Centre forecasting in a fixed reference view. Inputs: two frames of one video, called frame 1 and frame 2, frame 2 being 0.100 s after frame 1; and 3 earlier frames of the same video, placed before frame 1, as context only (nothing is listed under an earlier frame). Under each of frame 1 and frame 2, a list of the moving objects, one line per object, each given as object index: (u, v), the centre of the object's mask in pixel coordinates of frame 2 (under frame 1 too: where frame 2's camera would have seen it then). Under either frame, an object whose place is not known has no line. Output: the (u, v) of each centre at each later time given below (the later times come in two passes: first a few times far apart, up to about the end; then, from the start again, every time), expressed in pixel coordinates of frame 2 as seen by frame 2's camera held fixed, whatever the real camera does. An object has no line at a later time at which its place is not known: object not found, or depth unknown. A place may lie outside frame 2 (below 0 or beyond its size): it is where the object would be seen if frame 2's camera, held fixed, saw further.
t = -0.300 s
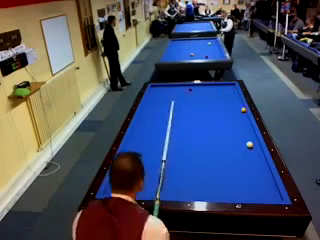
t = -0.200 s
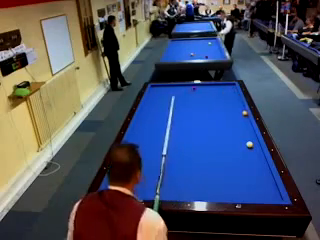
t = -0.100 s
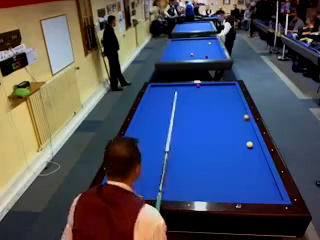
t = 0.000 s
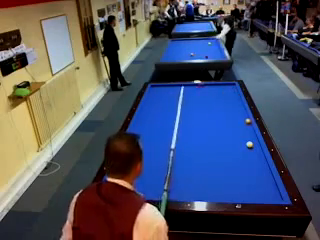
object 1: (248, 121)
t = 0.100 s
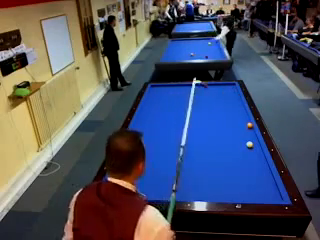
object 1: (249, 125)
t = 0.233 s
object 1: (251, 131)
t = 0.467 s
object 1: (256, 143)
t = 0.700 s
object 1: (261, 157)
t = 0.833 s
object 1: (265, 165)
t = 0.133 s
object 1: (250, 127)
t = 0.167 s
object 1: (251, 128)
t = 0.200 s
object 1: (251, 130)
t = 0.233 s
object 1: (251, 131)
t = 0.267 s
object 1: (252, 133)
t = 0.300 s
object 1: (253, 134)
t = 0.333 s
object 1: (253, 136)
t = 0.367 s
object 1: (254, 138)
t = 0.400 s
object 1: (254, 139)
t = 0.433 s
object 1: (255, 141)
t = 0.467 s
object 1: (256, 143)
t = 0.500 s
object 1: (257, 145)
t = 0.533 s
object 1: (258, 146)
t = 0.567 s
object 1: (259, 148)
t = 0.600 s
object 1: (259, 150)
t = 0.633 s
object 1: (260, 152)
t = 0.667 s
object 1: (261, 154)
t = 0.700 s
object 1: (261, 157)
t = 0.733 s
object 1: (262, 158)
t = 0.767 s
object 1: (263, 161)
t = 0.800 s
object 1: (264, 163)
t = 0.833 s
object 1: (265, 165)
